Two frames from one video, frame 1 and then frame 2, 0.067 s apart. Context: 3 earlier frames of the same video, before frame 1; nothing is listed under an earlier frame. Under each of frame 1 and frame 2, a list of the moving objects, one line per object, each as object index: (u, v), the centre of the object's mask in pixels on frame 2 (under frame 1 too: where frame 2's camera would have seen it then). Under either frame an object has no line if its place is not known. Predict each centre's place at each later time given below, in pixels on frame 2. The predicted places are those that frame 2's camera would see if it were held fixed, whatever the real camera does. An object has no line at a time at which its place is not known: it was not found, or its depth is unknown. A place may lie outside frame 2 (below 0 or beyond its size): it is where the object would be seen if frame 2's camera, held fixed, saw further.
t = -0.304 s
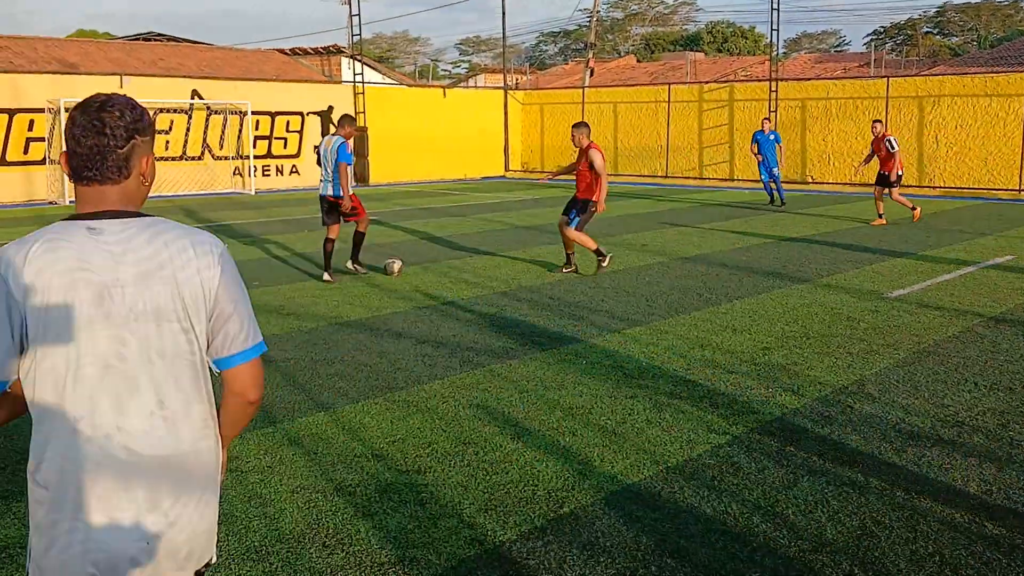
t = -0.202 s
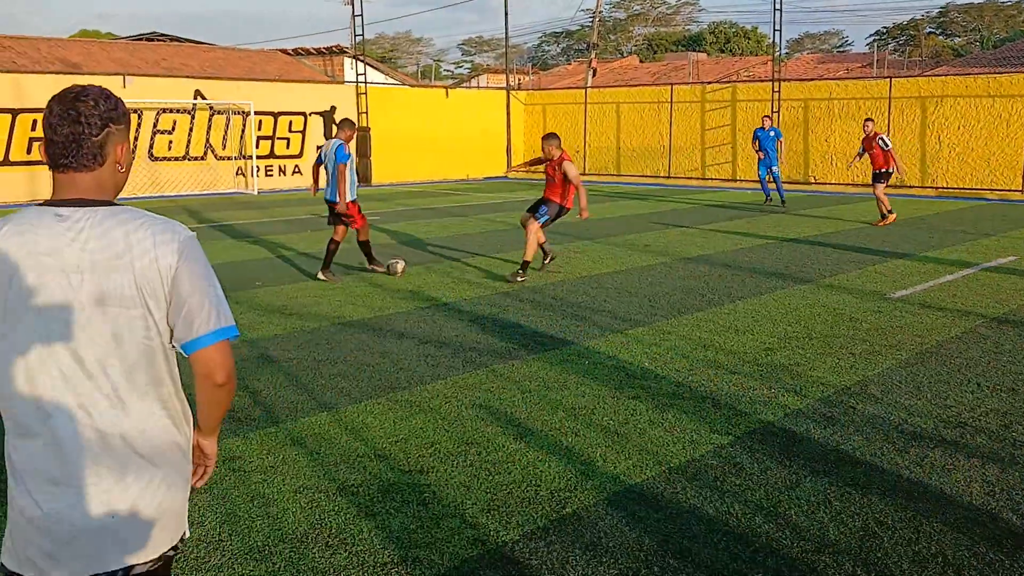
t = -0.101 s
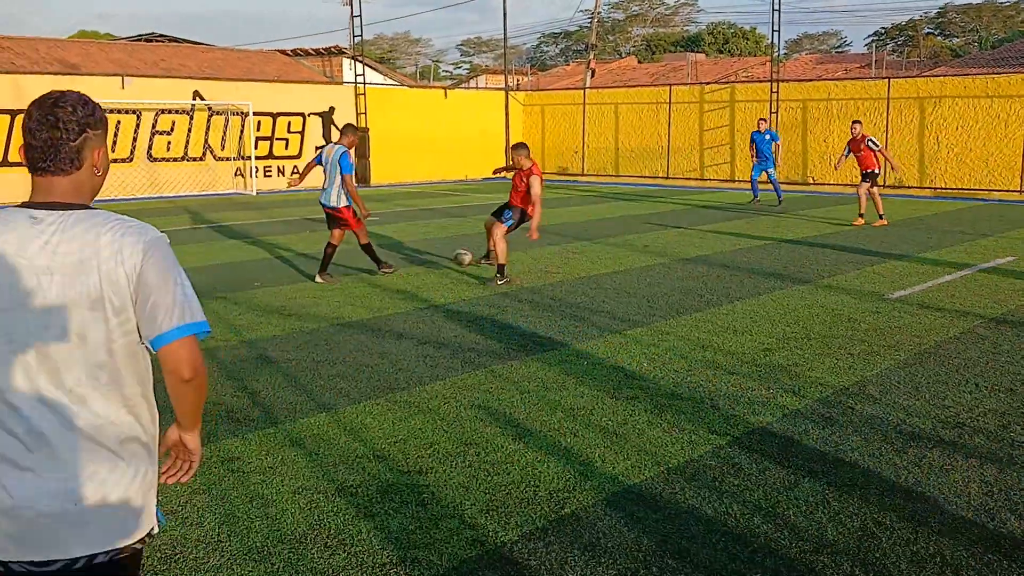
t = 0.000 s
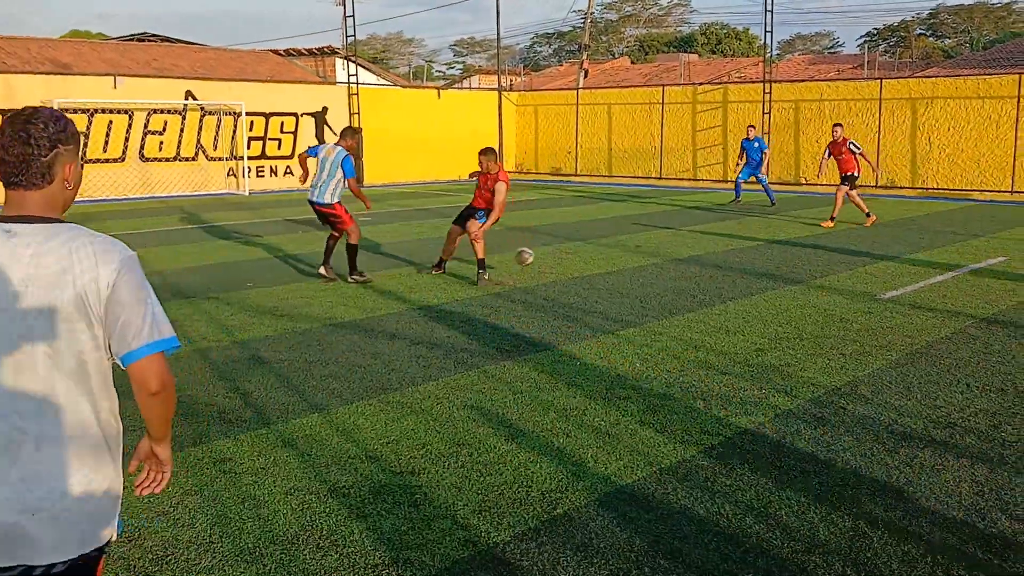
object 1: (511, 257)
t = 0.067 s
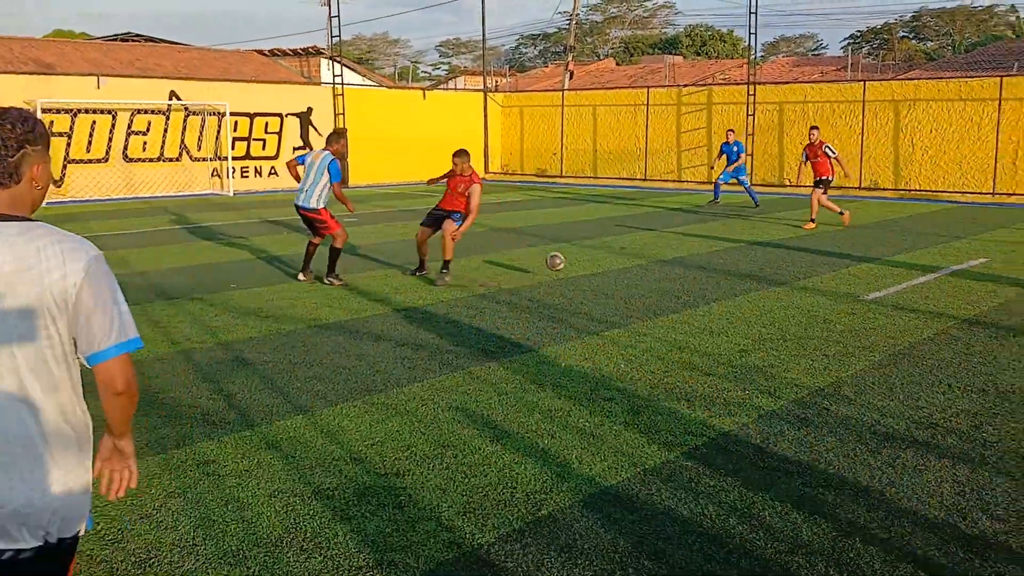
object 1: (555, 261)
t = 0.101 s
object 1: (578, 265)
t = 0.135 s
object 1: (599, 269)
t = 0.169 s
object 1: (619, 270)
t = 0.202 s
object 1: (636, 269)
